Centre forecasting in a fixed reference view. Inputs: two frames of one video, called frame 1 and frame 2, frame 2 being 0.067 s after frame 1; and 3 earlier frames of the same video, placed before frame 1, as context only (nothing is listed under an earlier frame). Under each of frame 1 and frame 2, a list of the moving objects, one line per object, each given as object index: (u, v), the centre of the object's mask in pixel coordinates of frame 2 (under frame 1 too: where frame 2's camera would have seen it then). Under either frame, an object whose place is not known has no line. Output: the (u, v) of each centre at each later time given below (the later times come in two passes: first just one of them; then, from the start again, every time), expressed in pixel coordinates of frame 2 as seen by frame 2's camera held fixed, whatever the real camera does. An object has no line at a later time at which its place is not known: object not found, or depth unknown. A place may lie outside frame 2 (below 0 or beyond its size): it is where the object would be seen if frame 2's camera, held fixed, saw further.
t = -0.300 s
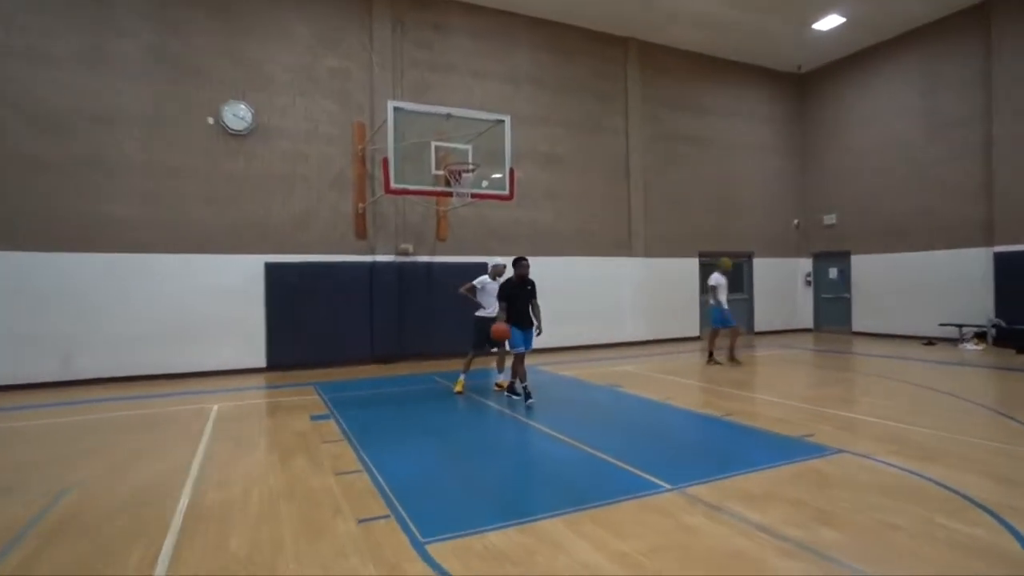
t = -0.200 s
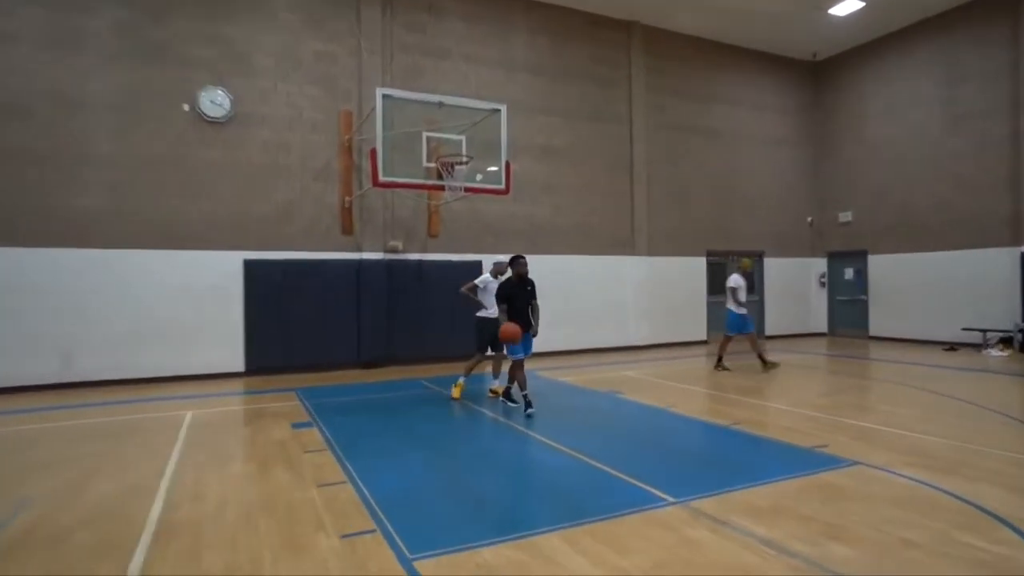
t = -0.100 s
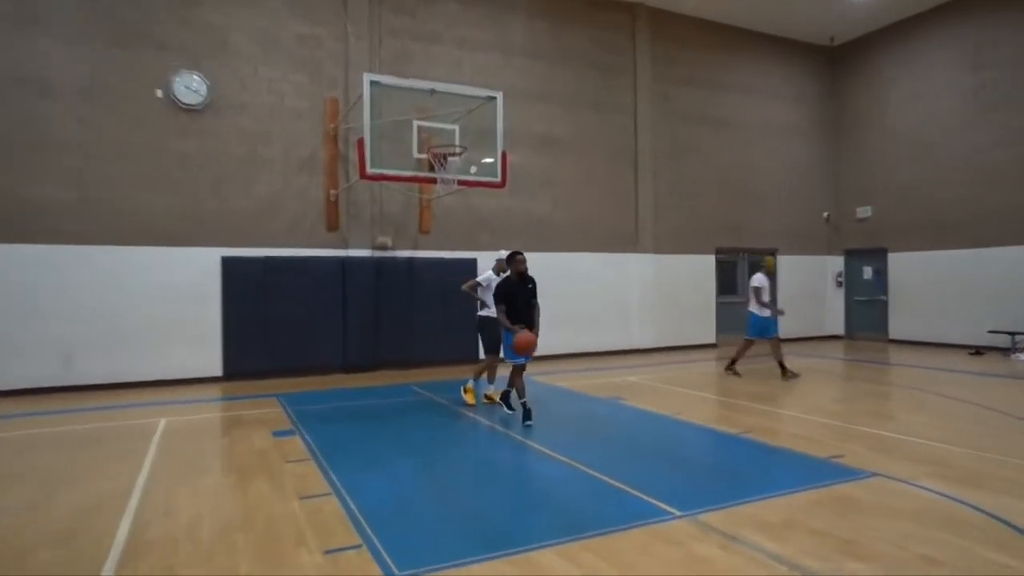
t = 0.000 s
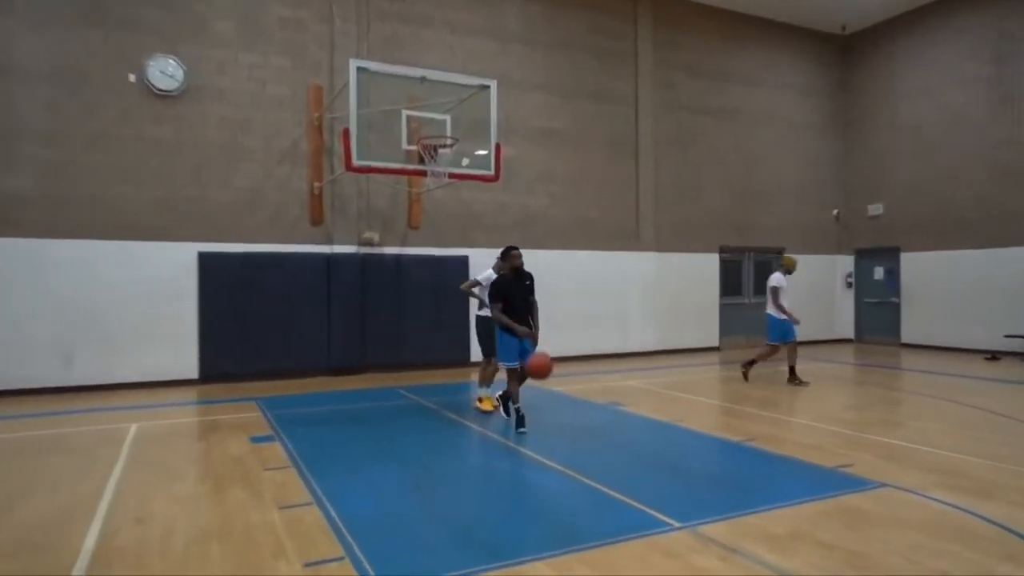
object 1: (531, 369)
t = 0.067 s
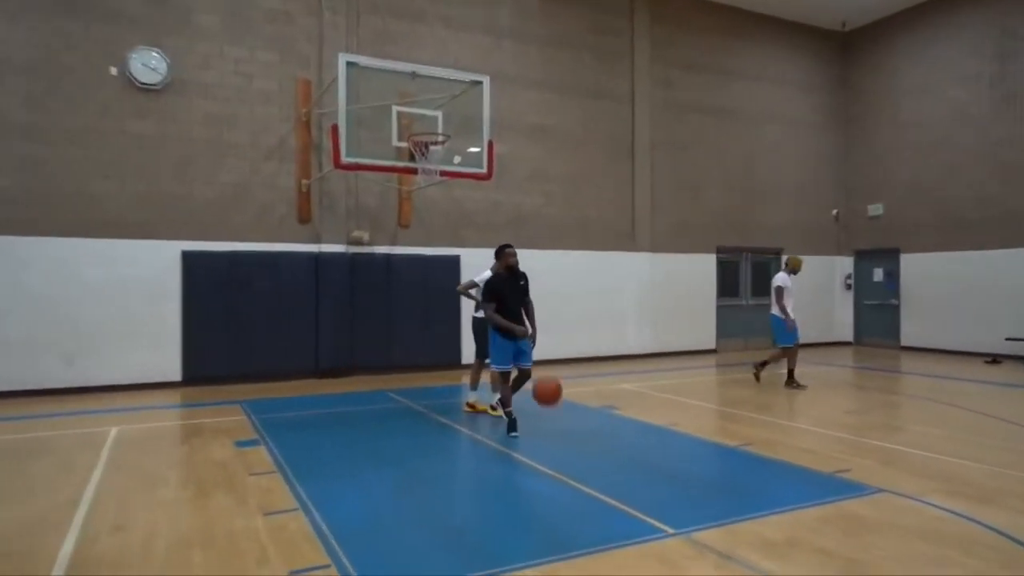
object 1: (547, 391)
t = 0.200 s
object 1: (582, 455)
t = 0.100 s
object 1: (555, 404)
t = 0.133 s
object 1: (563, 420)
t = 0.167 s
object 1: (572, 435)
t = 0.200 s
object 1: (582, 455)
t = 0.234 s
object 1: (589, 454)
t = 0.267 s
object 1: (597, 442)
